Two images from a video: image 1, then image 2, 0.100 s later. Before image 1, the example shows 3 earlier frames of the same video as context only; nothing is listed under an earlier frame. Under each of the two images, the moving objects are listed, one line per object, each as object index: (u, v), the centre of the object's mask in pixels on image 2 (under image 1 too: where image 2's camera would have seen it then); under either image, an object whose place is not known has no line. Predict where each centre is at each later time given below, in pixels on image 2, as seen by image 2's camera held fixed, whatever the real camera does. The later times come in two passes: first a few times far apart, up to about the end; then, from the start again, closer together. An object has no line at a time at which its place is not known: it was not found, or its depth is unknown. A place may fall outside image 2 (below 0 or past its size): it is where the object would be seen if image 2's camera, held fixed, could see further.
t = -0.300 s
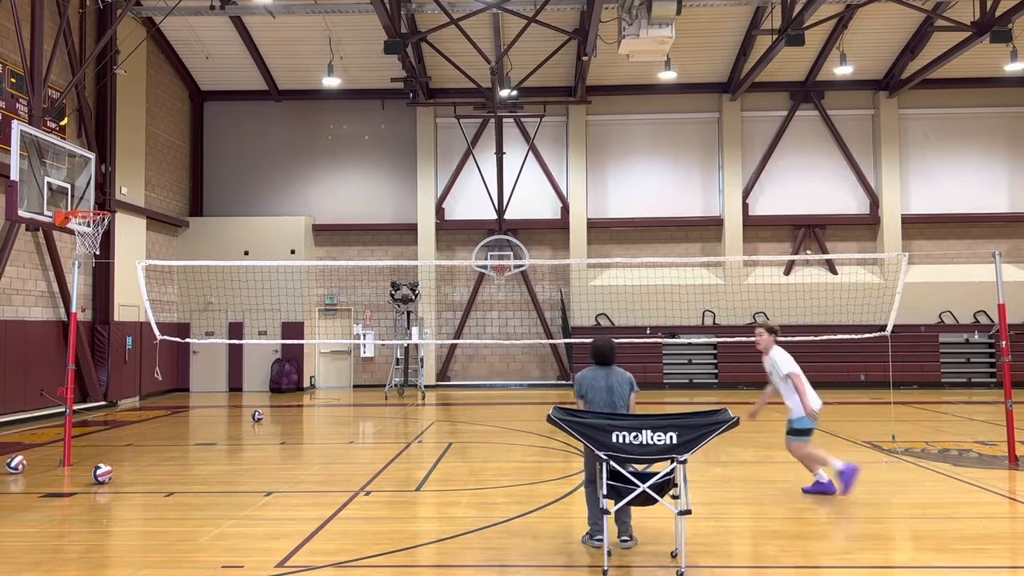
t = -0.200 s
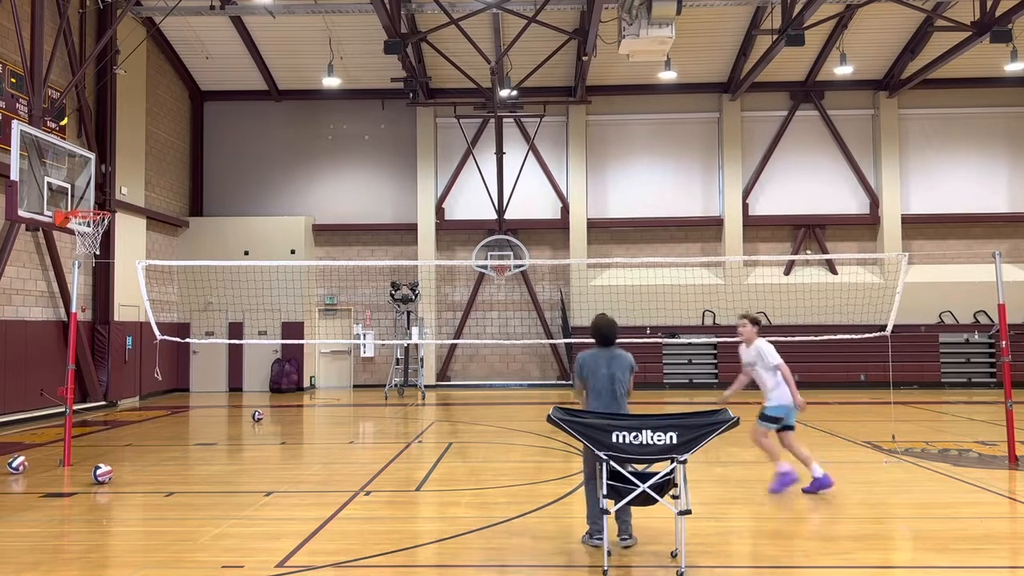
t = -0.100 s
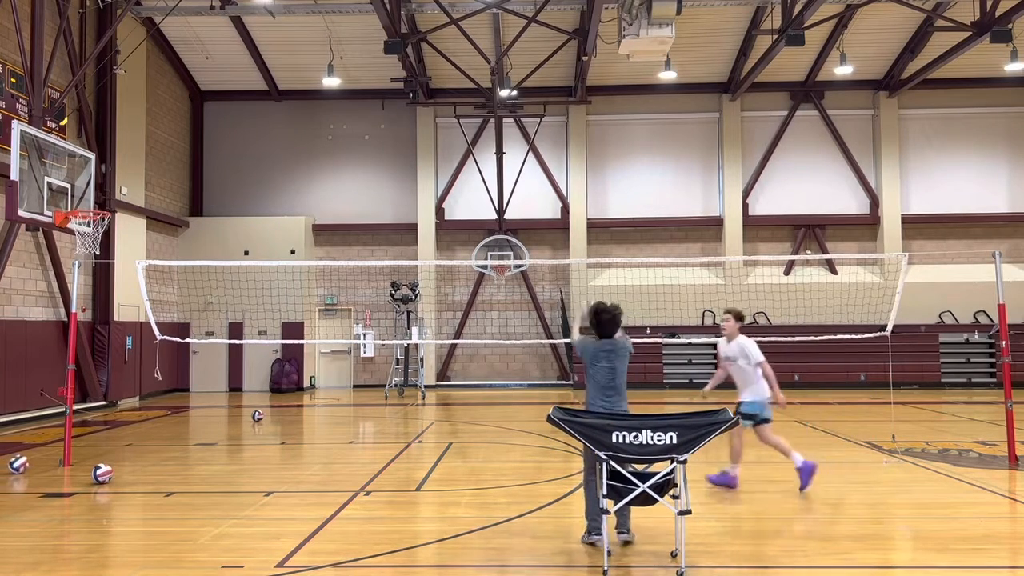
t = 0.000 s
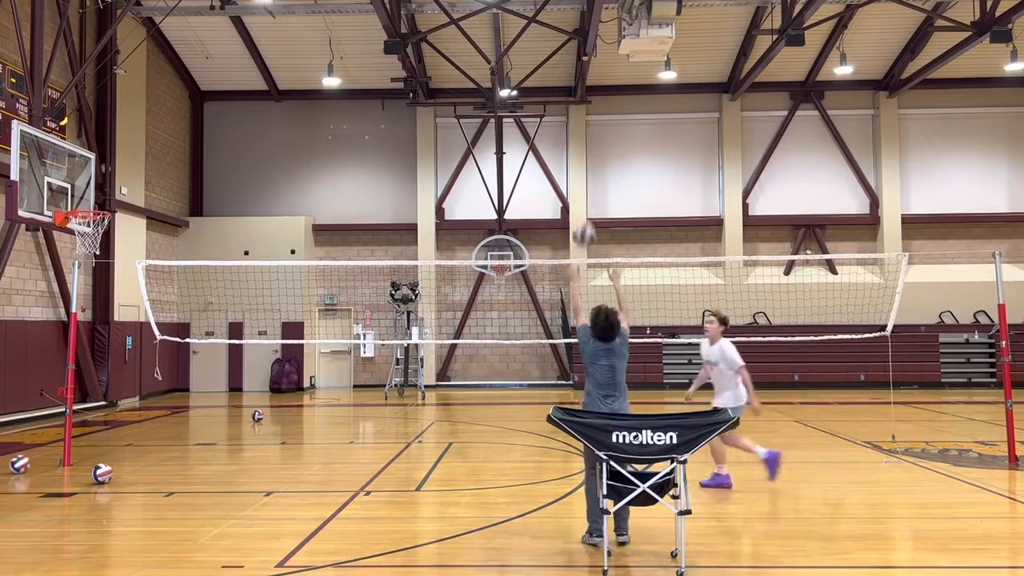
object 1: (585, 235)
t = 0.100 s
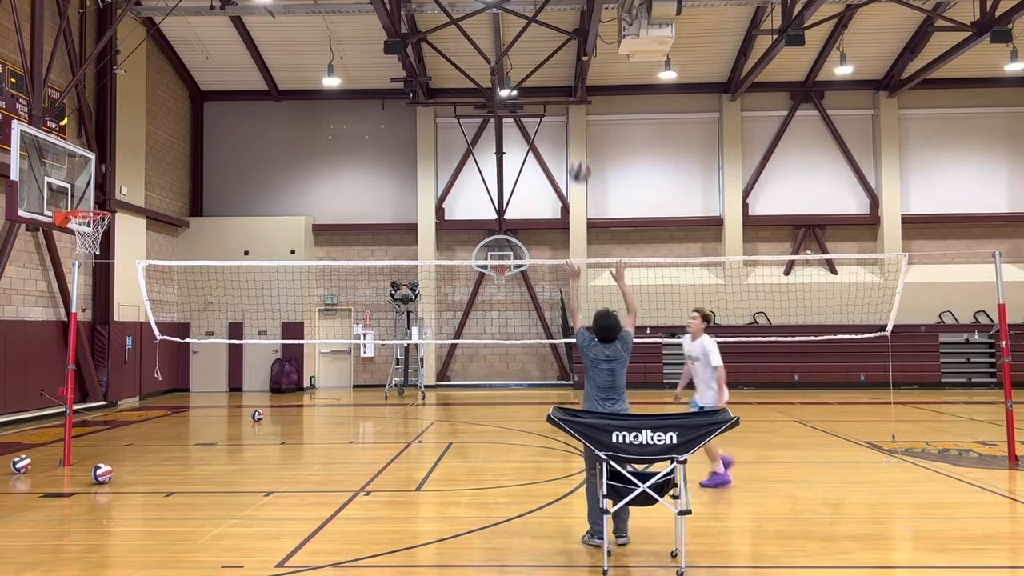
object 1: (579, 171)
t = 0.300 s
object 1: (572, 86)
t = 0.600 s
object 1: (559, 46)
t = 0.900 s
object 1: (549, 93)
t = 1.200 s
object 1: (541, 213)
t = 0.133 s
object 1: (578, 152)
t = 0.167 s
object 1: (578, 135)
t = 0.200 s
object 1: (576, 118)
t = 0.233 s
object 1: (573, 107)
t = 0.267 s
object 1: (572, 94)
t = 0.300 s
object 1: (572, 86)
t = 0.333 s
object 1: (570, 77)
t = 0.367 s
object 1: (569, 68)
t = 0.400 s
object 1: (567, 62)
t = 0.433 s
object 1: (565, 56)
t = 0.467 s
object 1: (564, 51)
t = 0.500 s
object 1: (563, 49)
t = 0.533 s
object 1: (561, 47)
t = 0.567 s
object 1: (560, 46)
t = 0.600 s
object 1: (559, 46)
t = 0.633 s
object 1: (558, 48)
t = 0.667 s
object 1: (556, 50)
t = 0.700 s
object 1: (556, 53)
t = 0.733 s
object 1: (554, 58)
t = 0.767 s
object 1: (553, 62)
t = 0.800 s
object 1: (552, 68)
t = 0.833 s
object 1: (551, 75)
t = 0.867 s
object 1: (550, 85)
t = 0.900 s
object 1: (549, 93)
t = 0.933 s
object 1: (548, 103)
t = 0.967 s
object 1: (547, 113)
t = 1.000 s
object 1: (546, 125)
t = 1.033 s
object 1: (545, 138)
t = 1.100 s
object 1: (543, 166)
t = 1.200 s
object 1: (541, 213)
